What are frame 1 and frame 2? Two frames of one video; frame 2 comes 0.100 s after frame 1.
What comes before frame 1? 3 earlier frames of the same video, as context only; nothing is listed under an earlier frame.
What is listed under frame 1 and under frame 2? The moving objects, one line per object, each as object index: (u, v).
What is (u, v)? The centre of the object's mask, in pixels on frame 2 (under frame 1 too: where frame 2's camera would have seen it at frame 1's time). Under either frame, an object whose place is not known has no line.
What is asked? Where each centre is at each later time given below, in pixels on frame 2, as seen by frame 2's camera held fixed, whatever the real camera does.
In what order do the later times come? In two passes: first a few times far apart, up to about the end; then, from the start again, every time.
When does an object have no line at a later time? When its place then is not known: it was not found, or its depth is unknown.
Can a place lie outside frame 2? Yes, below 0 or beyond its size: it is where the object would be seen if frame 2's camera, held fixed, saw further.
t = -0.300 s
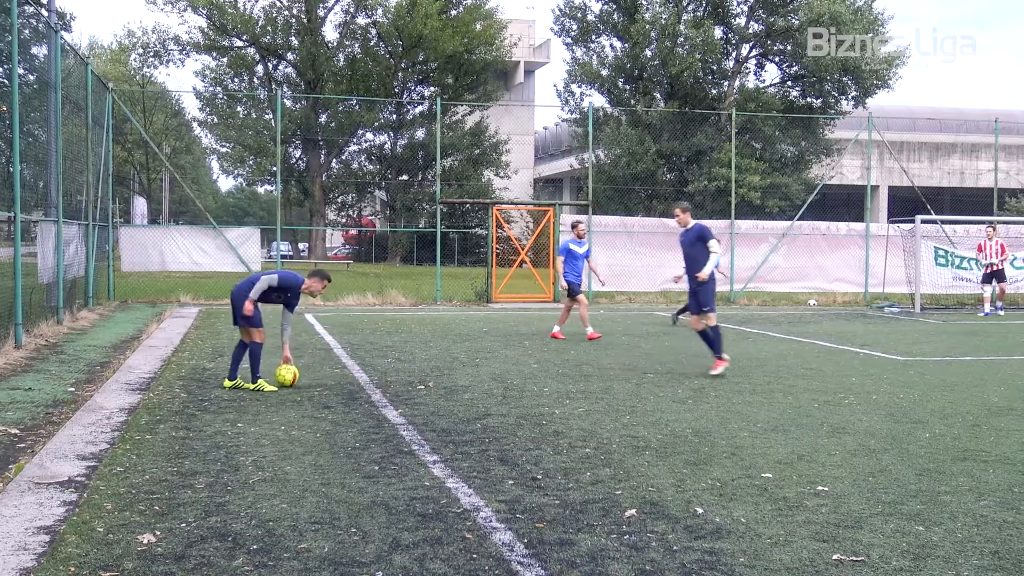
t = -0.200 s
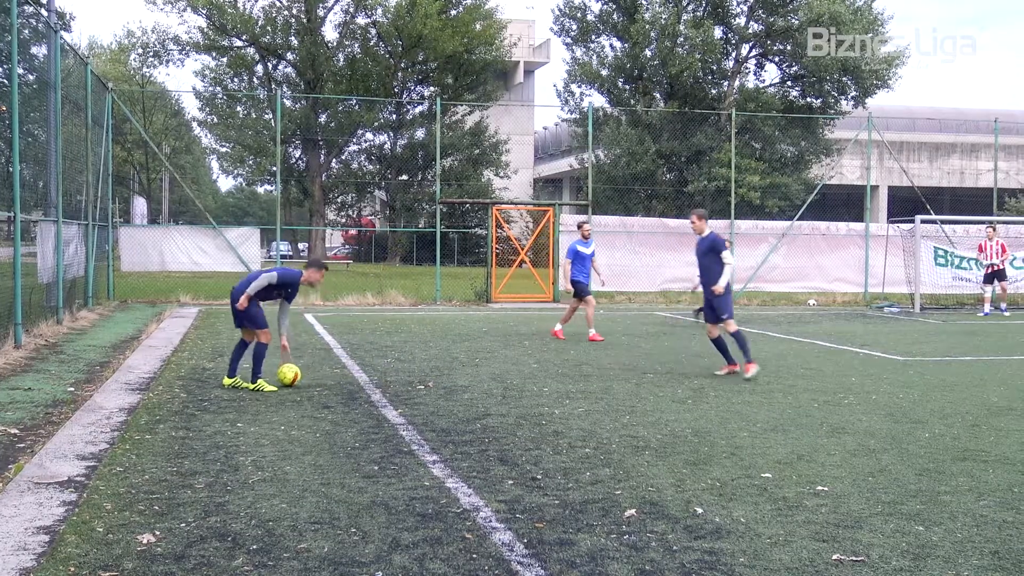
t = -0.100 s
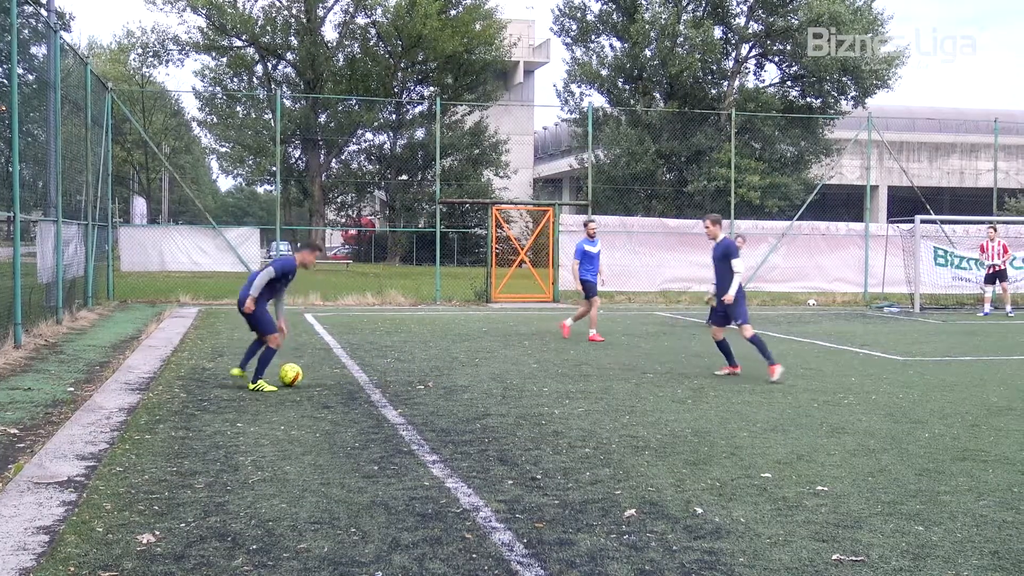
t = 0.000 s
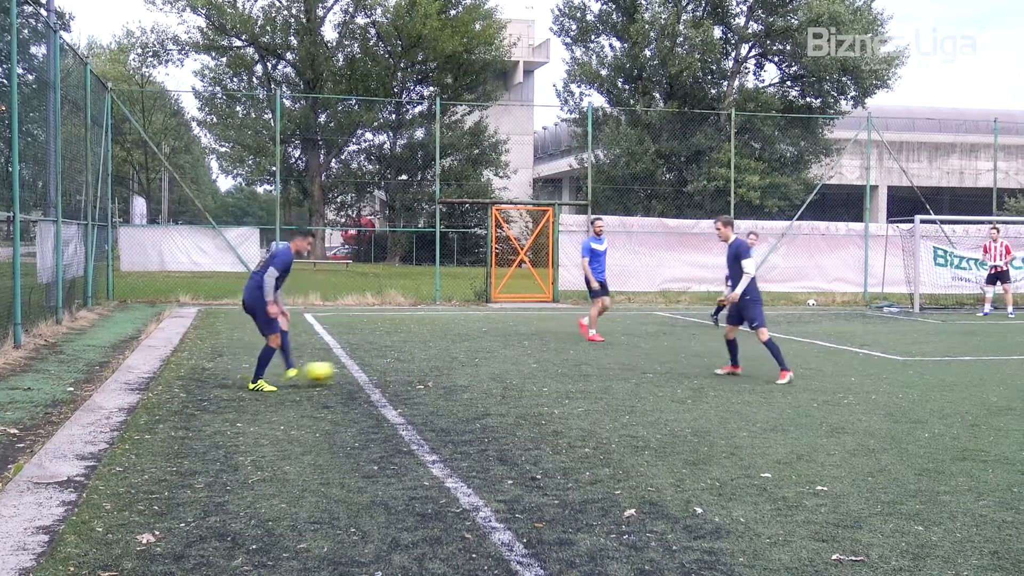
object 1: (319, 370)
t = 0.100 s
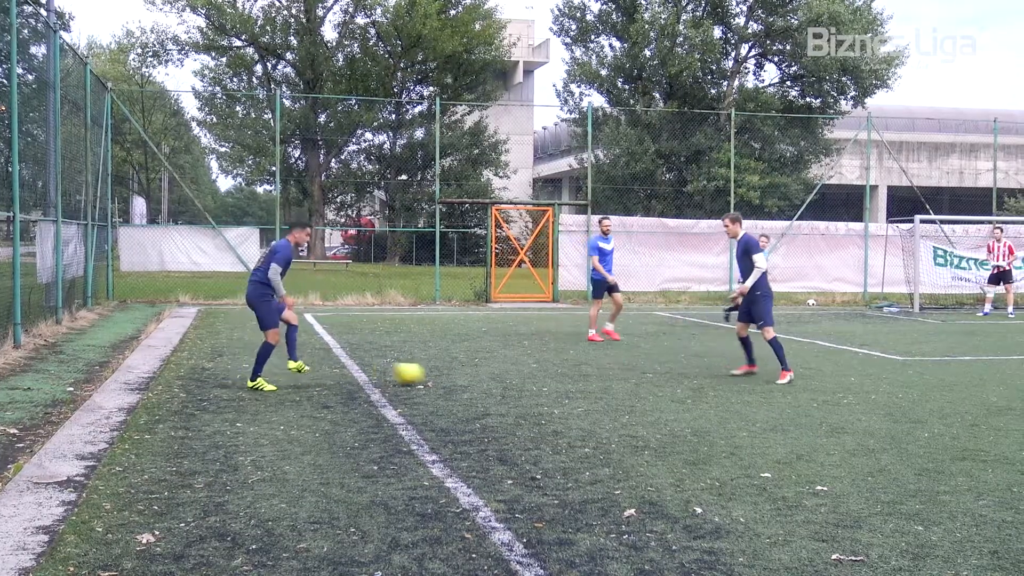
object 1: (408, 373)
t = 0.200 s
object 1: (487, 371)
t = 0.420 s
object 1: (639, 373)
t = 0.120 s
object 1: (425, 373)
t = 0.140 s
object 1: (440, 372)
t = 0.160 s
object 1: (456, 371)
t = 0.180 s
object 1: (471, 372)
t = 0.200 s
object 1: (487, 371)
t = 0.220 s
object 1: (503, 373)
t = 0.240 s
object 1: (519, 374)
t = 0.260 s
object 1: (533, 374)
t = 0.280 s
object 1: (547, 373)
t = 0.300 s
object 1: (560, 372)
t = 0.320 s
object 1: (574, 371)
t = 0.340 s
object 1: (588, 371)
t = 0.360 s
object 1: (600, 371)
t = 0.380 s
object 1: (614, 371)
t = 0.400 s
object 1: (627, 372)
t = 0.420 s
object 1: (639, 373)
